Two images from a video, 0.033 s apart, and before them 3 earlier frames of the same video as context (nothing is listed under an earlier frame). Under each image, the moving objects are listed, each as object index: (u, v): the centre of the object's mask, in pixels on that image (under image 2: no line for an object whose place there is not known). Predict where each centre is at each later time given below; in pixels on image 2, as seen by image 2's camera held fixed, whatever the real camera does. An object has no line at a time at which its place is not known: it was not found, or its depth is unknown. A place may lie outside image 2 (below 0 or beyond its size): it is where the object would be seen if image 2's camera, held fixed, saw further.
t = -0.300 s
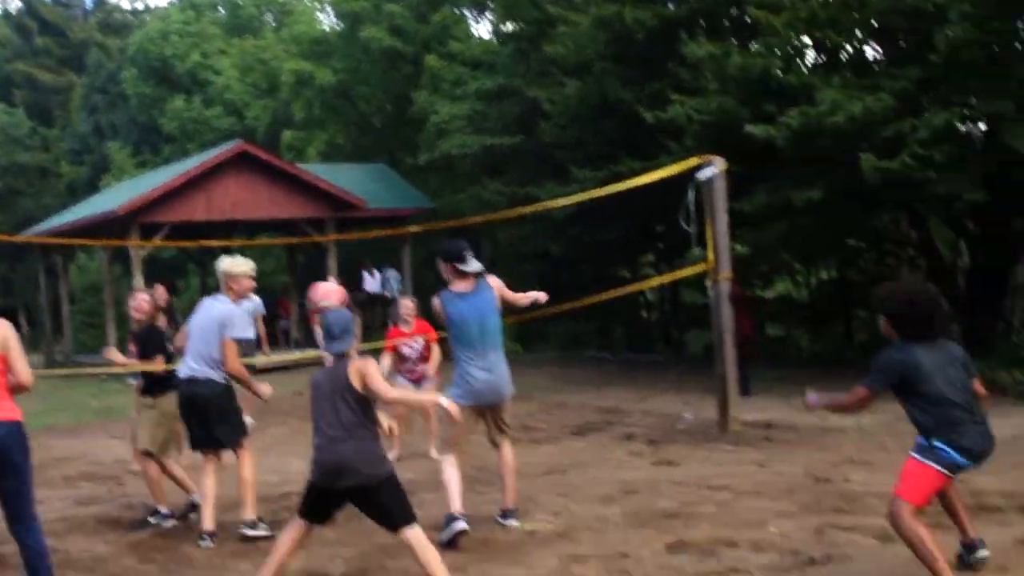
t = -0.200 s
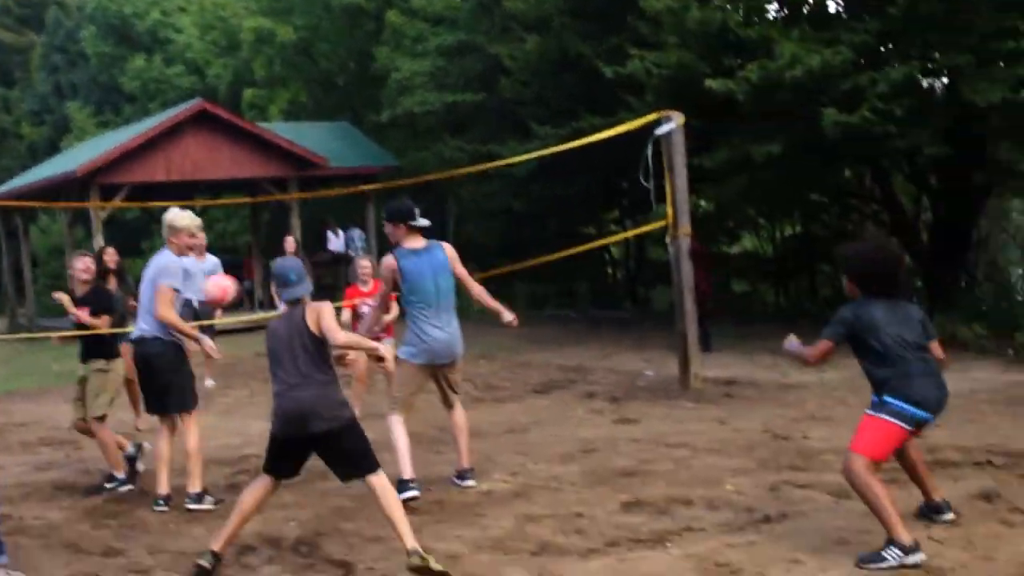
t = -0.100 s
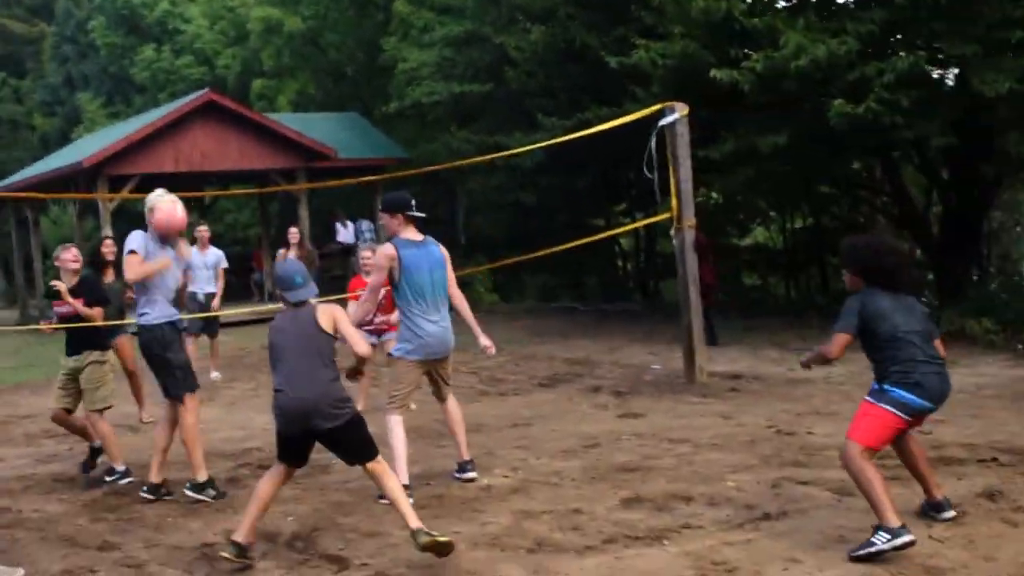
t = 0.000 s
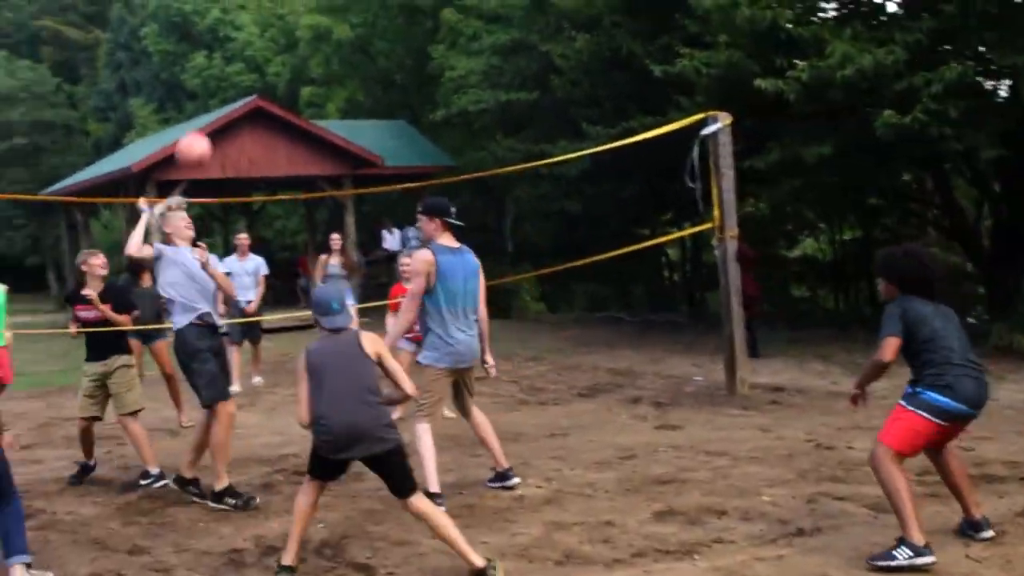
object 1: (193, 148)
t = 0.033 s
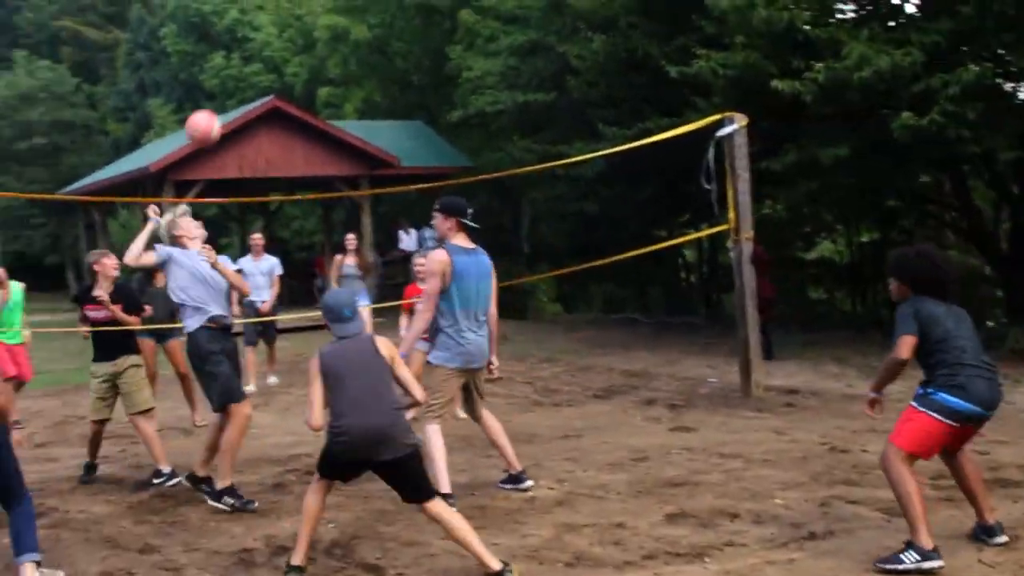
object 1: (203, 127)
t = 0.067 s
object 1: (197, 108)
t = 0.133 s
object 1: (185, 72)
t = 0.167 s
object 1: (178, 57)
